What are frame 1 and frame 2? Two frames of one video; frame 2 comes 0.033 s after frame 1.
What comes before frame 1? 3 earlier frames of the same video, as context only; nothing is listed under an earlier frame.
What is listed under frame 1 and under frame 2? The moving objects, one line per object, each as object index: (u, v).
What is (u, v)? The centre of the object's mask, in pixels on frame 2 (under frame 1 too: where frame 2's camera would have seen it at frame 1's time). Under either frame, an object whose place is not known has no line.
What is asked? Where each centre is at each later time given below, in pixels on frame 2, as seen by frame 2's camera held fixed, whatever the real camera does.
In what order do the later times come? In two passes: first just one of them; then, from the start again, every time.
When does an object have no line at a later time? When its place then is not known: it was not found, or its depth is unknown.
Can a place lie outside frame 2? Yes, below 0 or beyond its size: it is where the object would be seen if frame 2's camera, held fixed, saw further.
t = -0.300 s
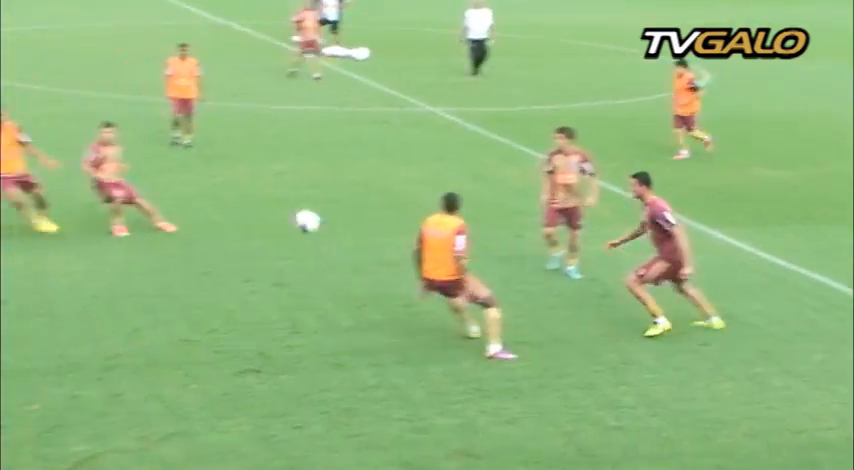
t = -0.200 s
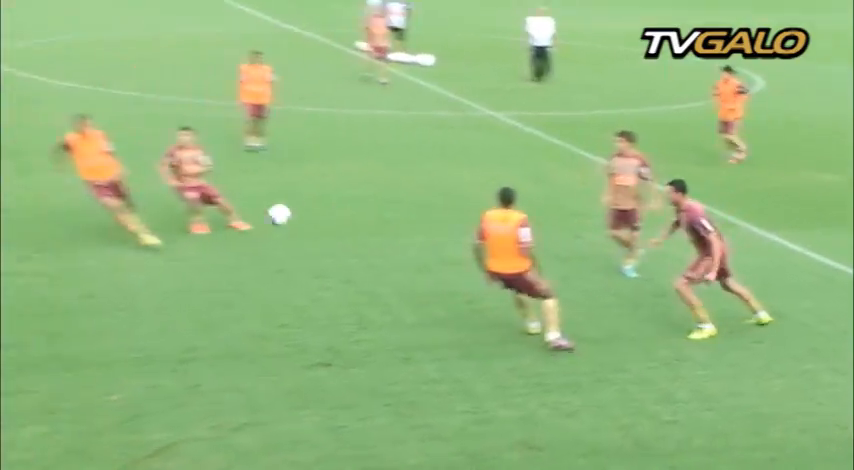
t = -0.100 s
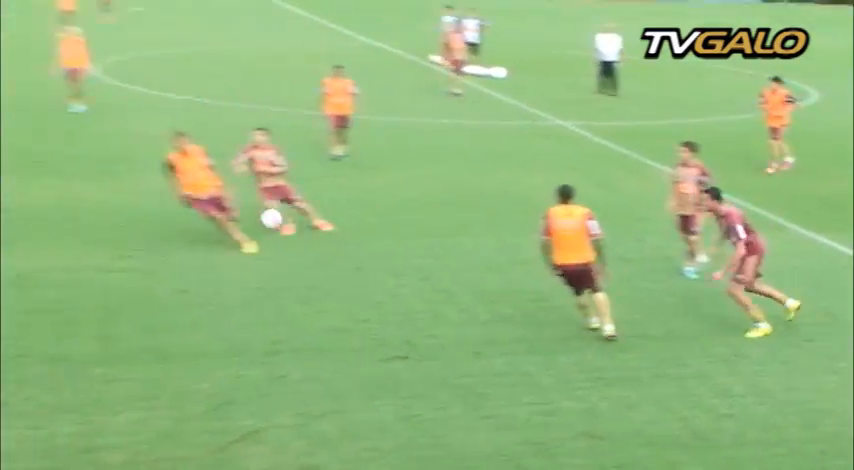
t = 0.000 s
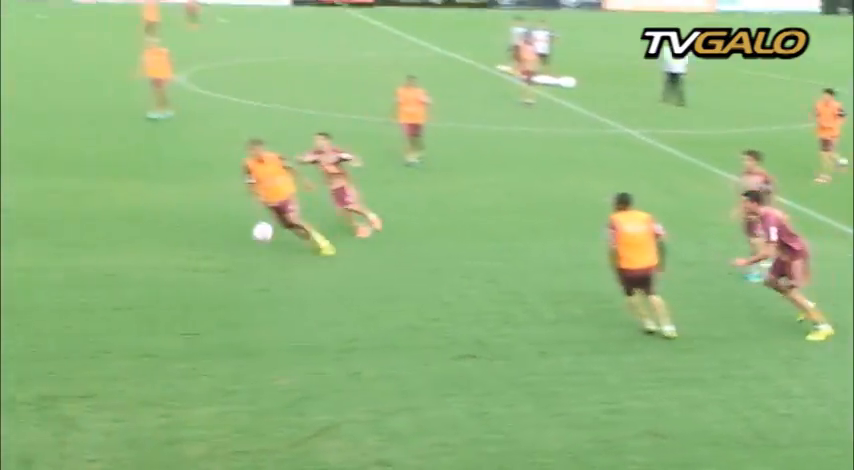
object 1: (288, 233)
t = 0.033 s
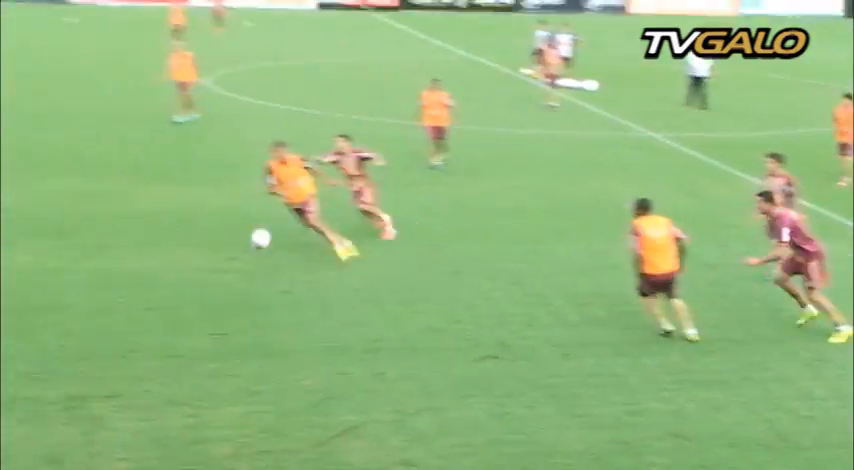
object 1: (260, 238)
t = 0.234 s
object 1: (90, 289)
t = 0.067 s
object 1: (232, 244)
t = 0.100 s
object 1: (204, 251)
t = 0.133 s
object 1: (176, 259)
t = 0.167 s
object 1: (148, 267)
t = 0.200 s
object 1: (119, 278)
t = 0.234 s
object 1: (90, 289)
